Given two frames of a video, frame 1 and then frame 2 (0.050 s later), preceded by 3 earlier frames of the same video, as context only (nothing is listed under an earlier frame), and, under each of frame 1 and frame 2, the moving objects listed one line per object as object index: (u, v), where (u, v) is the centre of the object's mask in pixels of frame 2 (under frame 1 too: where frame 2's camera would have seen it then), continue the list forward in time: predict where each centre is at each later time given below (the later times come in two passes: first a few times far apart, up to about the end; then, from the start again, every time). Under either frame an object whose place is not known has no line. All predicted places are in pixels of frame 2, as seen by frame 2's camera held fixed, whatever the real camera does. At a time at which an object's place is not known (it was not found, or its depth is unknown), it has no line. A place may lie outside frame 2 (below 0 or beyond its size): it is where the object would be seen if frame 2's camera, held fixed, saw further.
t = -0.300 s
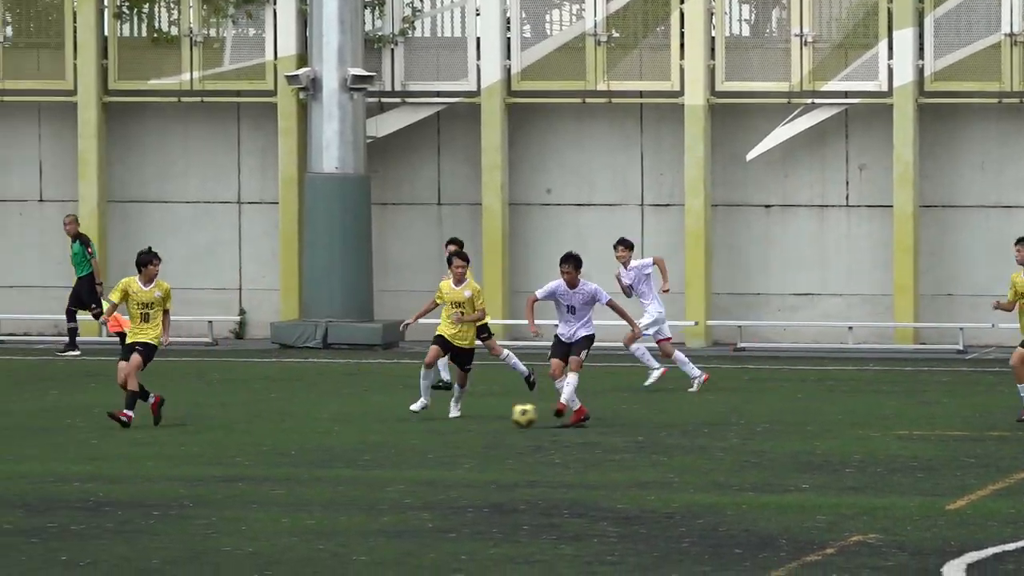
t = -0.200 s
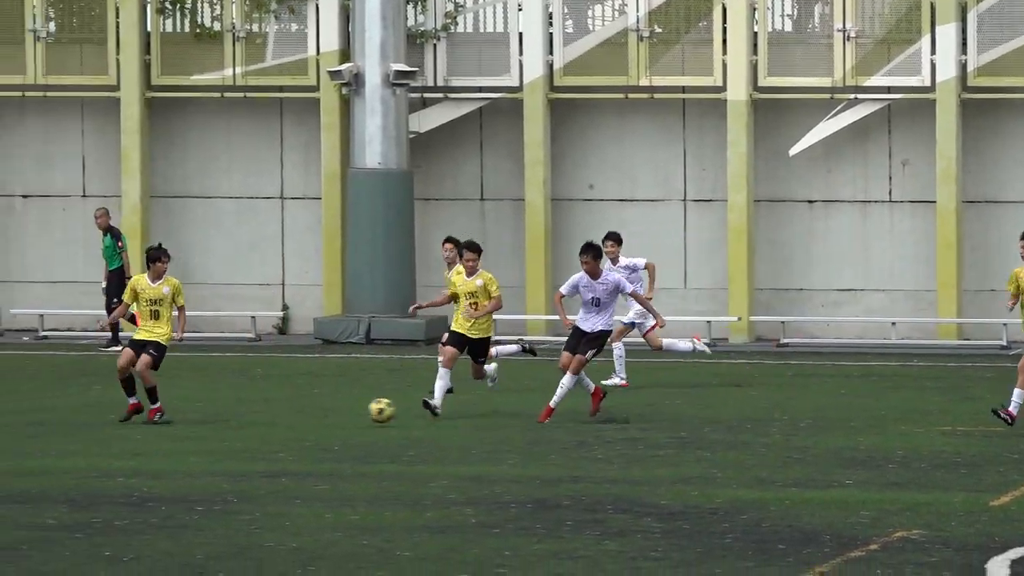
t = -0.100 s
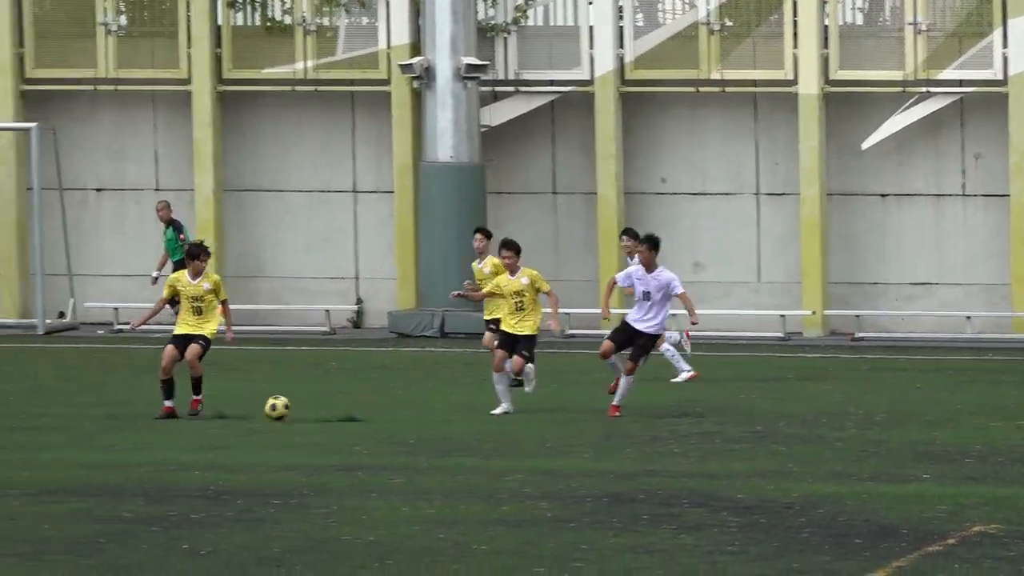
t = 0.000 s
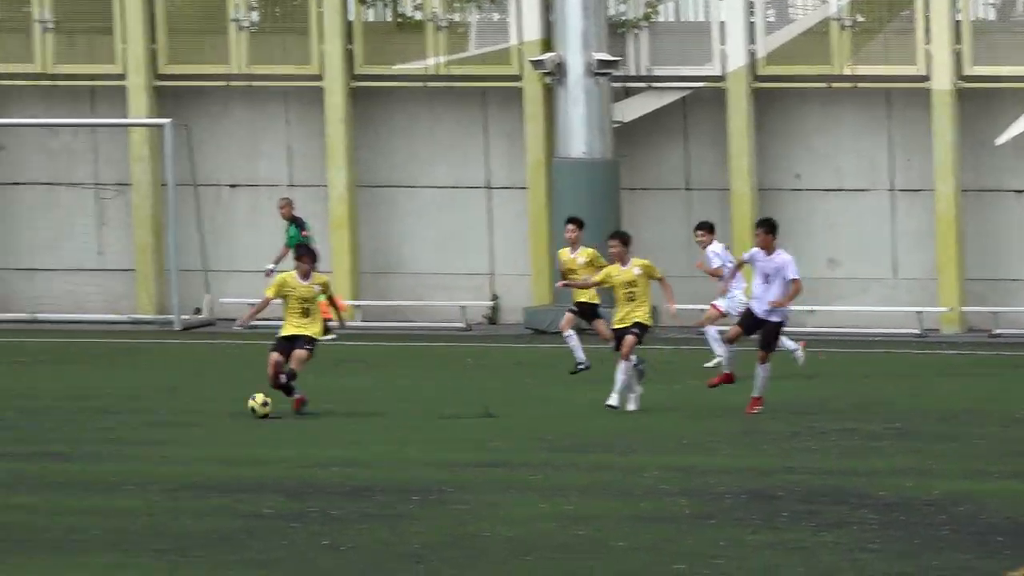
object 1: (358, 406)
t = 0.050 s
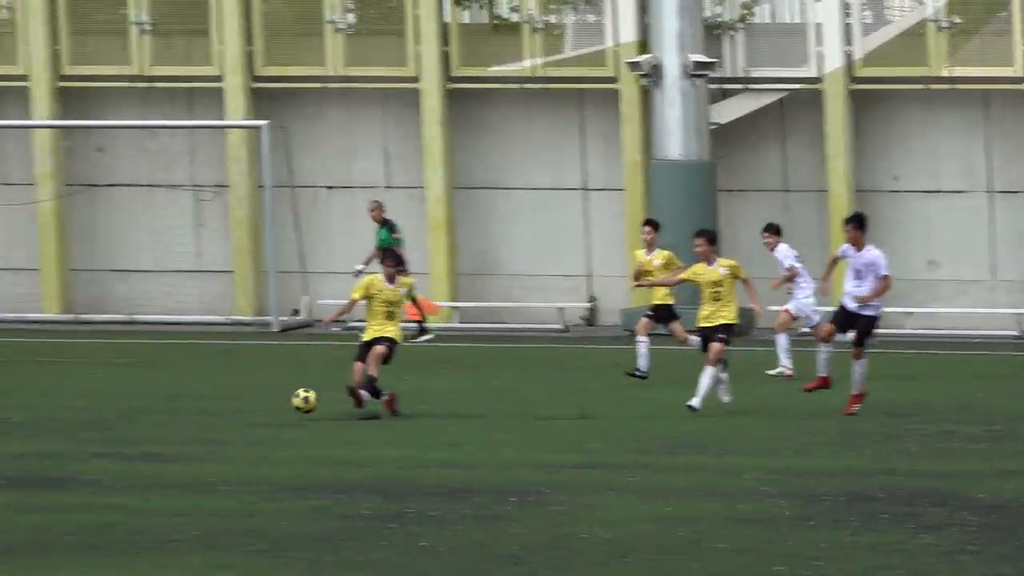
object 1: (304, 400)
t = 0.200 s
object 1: (143, 404)
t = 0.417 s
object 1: (-57, 404)
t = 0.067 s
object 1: (286, 400)
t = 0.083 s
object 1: (268, 400)
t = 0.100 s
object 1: (249, 400)
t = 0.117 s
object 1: (231, 400)
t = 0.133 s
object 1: (213, 401)
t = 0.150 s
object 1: (196, 401)
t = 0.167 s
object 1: (178, 402)
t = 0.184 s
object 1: (160, 403)
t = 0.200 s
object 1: (143, 404)
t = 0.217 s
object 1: (125, 406)
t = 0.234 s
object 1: (107, 408)
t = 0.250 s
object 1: (91, 410)
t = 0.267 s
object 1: (72, 413)
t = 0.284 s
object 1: (57, 413)
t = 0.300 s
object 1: (42, 412)
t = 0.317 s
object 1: (29, 410)
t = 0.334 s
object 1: (14, 408)
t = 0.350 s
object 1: (0, 407)
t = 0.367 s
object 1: (-15, 406)
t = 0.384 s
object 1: (-30, 405)
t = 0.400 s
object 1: (-43, 404)
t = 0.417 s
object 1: (-57, 404)
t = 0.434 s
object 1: (-72, 404)
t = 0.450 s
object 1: (-86, 404)
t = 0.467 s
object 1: (-100, 405)
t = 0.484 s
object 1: (-115, 407)
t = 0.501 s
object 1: (-130, 408)
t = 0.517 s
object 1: (-144, 410)
